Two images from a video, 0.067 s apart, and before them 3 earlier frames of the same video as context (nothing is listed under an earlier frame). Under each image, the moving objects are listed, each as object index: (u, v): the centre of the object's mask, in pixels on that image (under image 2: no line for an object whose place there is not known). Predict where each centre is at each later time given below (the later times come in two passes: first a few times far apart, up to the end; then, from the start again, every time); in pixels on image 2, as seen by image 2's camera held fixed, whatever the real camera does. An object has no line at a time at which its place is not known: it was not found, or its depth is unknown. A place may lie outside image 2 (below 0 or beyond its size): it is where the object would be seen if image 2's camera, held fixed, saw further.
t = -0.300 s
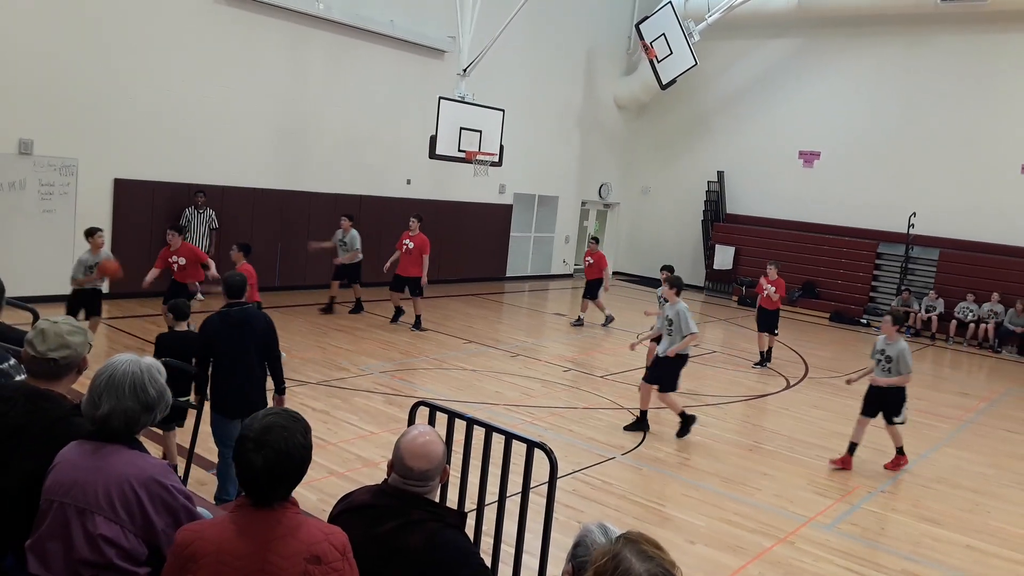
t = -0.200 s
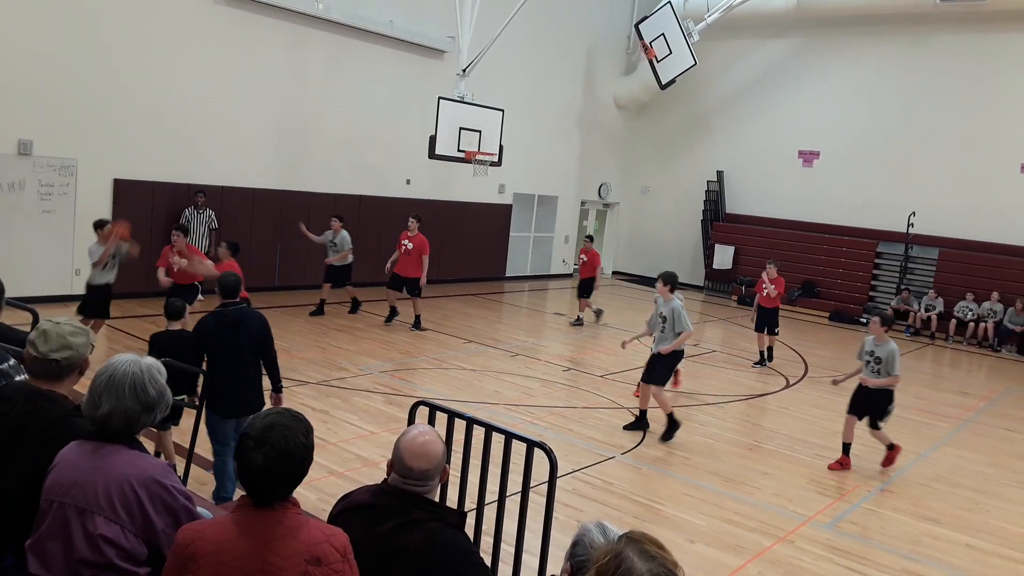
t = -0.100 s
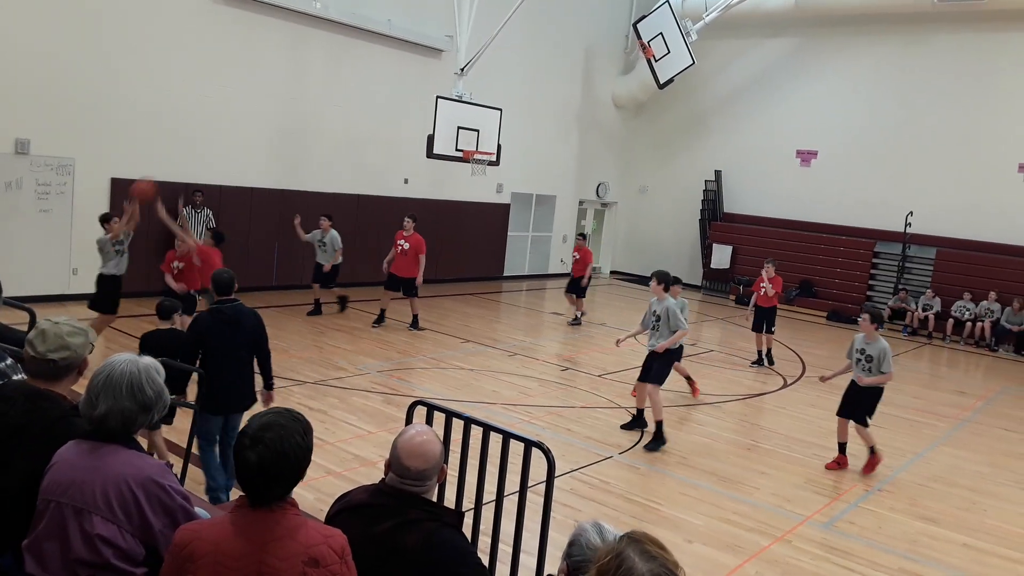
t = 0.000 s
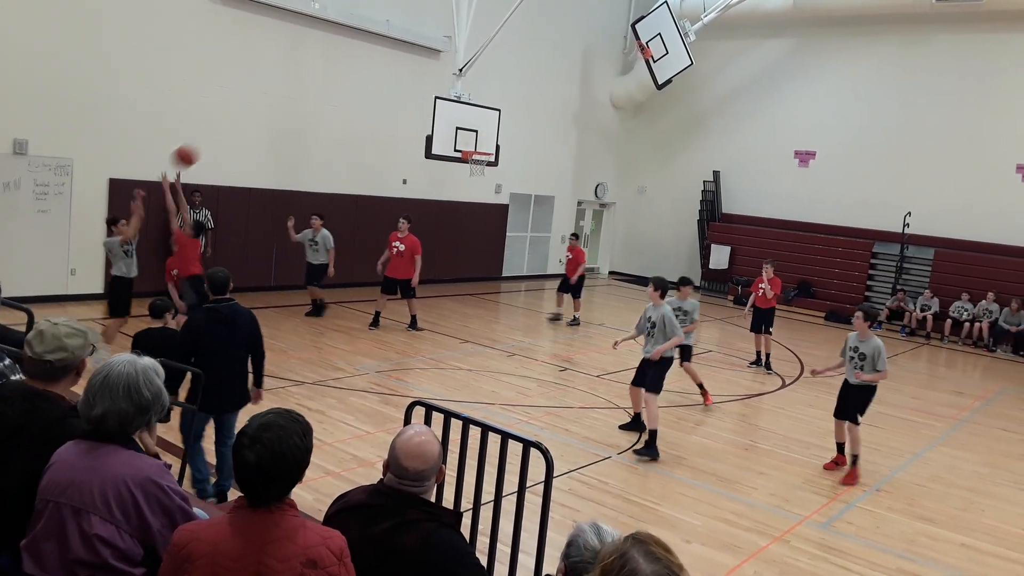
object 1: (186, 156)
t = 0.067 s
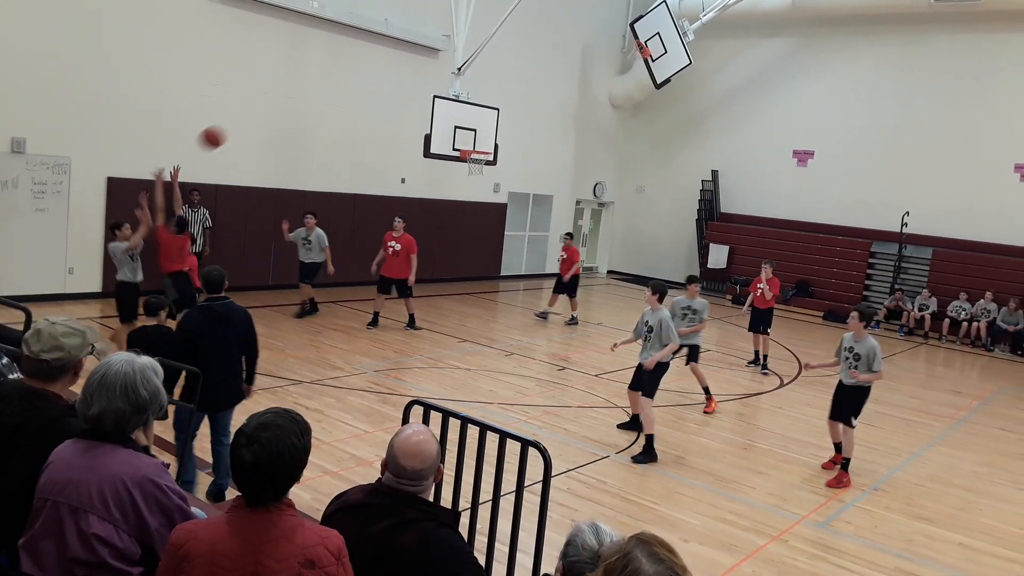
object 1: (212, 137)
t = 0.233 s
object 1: (285, 111)
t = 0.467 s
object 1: (387, 116)
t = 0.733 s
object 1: (498, 187)
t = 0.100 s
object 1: (227, 130)
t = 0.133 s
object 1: (241, 124)
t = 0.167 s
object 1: (256, 118)
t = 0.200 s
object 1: (271, 114)
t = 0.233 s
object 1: (285, 111)
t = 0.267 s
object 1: (300, 108)
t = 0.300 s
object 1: (315, 107)
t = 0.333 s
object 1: (329, 107)
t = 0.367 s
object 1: (343, 108)
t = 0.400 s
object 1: (358, 109)
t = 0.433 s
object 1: (372, 112)
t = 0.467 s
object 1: (387, 116)
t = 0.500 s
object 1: (401, 122)
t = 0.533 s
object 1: (415, 128)
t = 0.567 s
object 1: (429, 135)
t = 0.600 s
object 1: (443, 142)
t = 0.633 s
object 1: (458, 153)
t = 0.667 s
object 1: (471, 164)
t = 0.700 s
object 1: (485, 175)
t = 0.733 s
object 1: (498, 187)
